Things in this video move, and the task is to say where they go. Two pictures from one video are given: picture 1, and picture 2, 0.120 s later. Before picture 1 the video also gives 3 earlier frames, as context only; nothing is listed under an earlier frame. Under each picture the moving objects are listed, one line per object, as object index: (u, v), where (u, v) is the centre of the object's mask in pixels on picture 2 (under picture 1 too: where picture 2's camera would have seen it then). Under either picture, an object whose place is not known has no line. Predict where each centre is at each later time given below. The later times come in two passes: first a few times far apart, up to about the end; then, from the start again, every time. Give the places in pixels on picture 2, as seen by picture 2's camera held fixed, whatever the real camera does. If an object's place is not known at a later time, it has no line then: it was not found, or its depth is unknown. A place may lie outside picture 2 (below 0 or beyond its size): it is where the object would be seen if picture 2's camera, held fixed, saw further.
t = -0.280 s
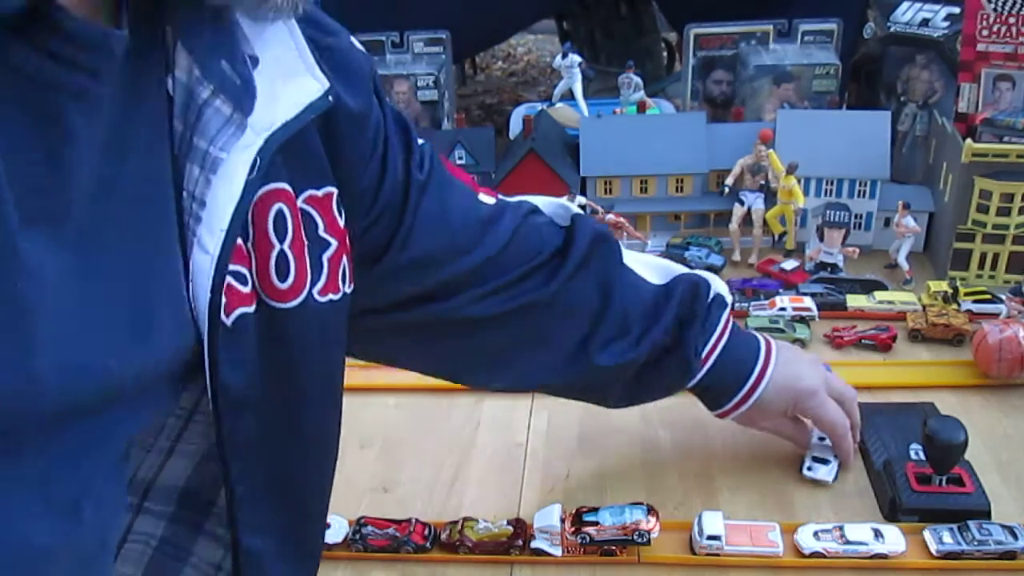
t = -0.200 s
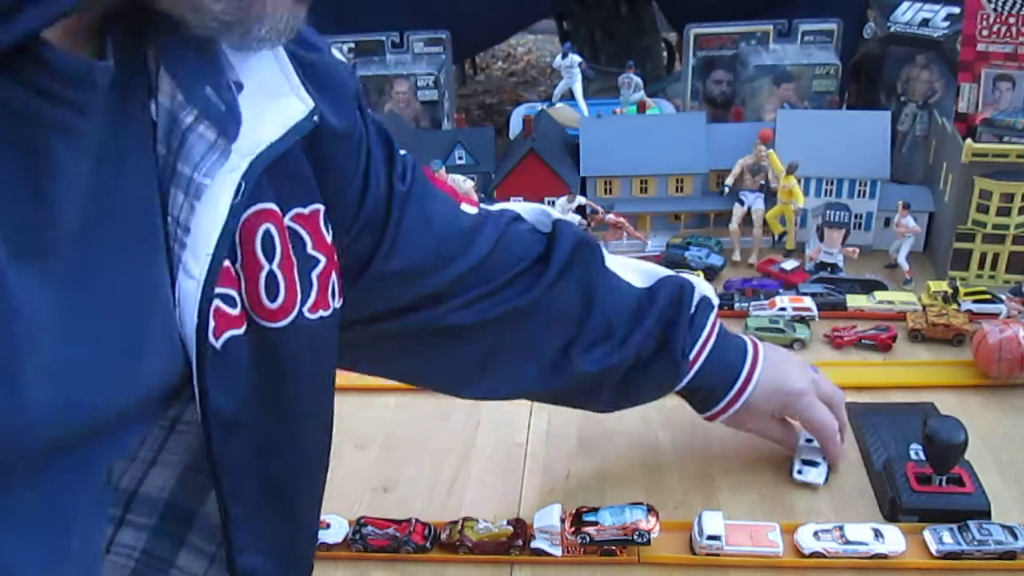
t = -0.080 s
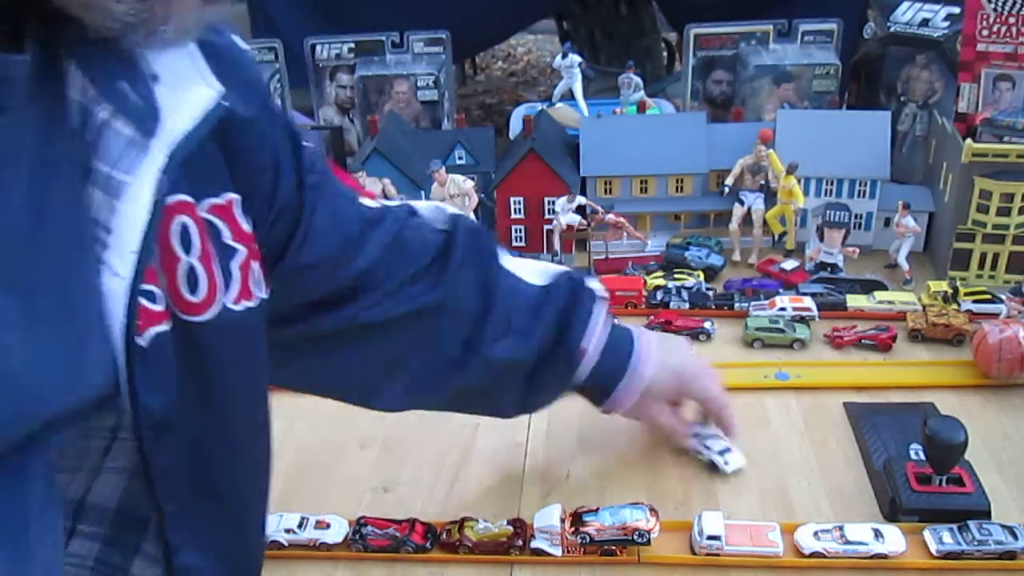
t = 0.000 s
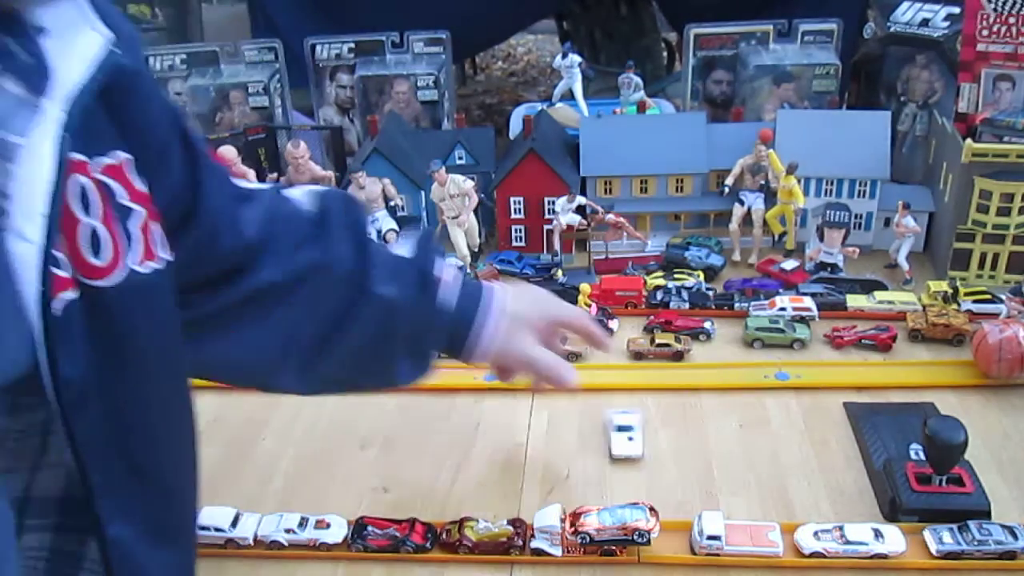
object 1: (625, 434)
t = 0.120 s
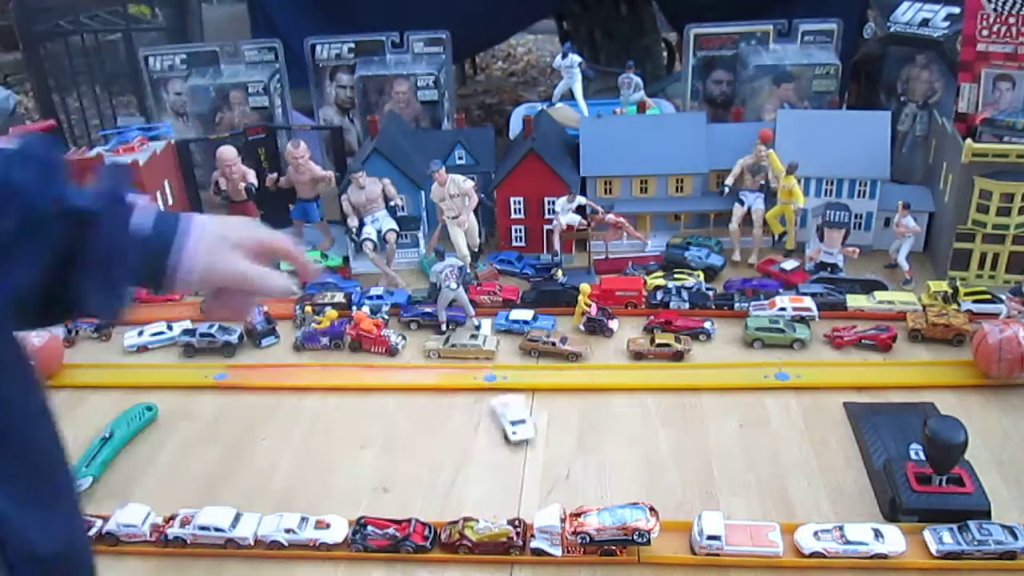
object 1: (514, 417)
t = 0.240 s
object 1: (420, 408)
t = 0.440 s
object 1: (293, 412)
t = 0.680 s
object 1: (206, 438)
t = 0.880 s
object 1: (181, 440)
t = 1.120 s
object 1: (162, 440)
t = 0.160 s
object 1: (481, 414)
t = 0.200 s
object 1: (450, 410)
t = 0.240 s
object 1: (420, 408)
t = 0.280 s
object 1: (394, 404)
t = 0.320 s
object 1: (368, 402)
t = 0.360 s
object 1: (342, 403)
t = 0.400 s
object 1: (316, 408)
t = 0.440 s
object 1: (293, 412)
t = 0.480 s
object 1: (272, 418)
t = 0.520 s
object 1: (254, 423)
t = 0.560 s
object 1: (238, 428)
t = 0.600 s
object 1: (224, 432)
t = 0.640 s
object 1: (214, 436)
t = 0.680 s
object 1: (206, 438)
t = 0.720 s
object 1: (200, 438)
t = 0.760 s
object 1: (194, 439)
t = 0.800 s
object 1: (190, 440)
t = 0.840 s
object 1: (186, 440)
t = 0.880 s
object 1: (181, 440)
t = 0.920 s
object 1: (177, 440)
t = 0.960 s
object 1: (174, 440)
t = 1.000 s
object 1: (170, 440)
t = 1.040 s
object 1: (167, 440)
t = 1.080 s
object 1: (164, 441)
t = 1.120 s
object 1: (162, 440)
